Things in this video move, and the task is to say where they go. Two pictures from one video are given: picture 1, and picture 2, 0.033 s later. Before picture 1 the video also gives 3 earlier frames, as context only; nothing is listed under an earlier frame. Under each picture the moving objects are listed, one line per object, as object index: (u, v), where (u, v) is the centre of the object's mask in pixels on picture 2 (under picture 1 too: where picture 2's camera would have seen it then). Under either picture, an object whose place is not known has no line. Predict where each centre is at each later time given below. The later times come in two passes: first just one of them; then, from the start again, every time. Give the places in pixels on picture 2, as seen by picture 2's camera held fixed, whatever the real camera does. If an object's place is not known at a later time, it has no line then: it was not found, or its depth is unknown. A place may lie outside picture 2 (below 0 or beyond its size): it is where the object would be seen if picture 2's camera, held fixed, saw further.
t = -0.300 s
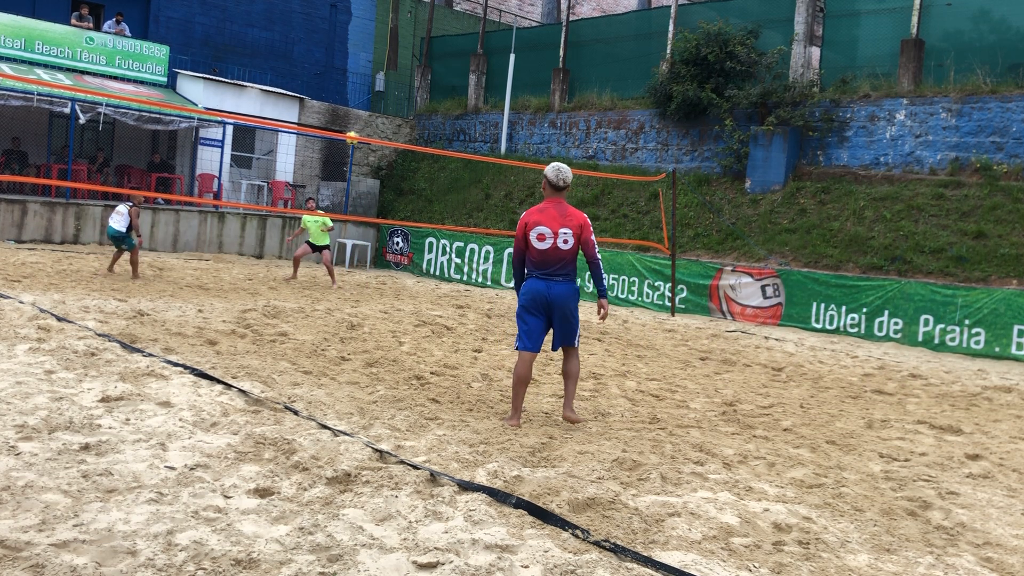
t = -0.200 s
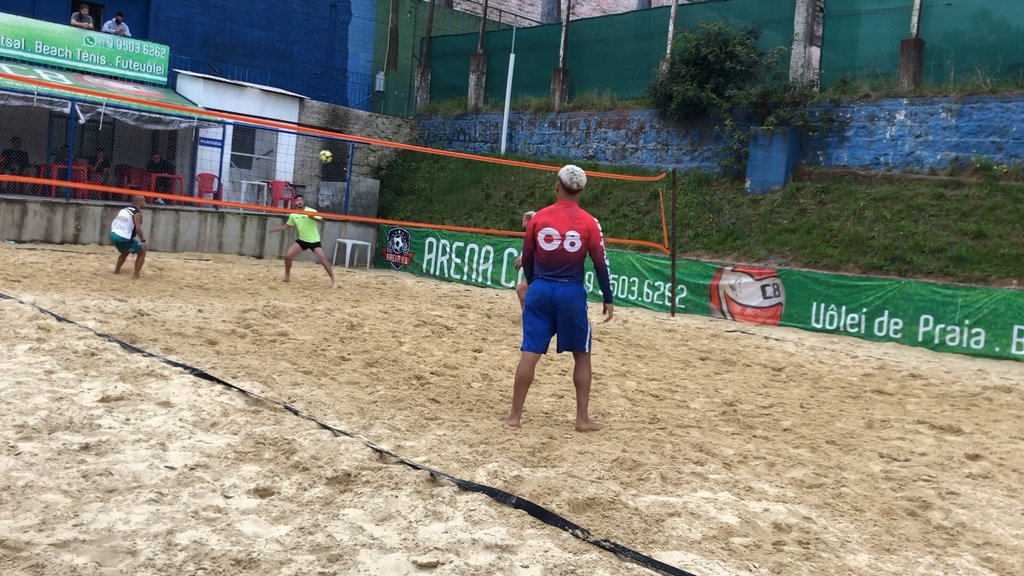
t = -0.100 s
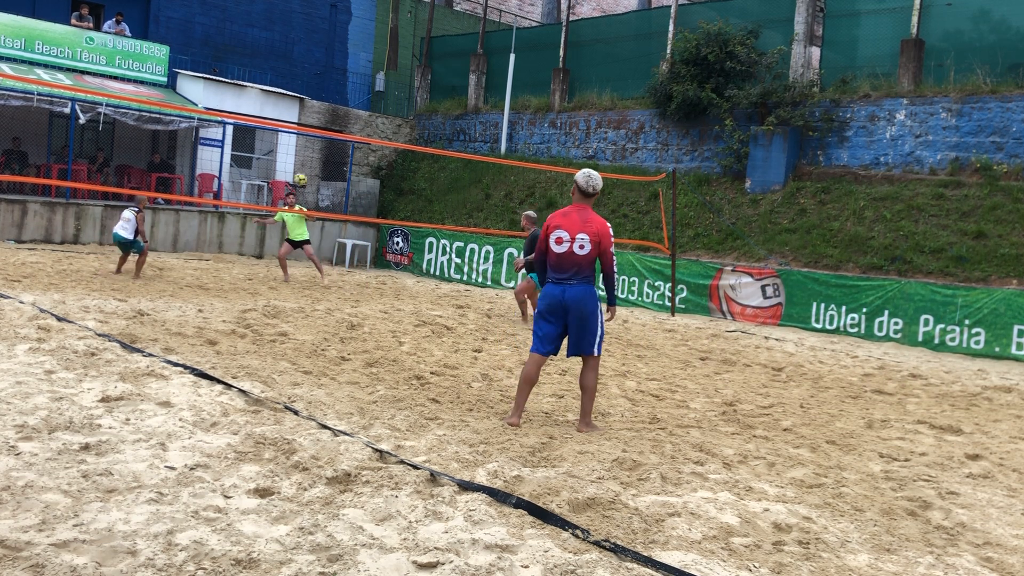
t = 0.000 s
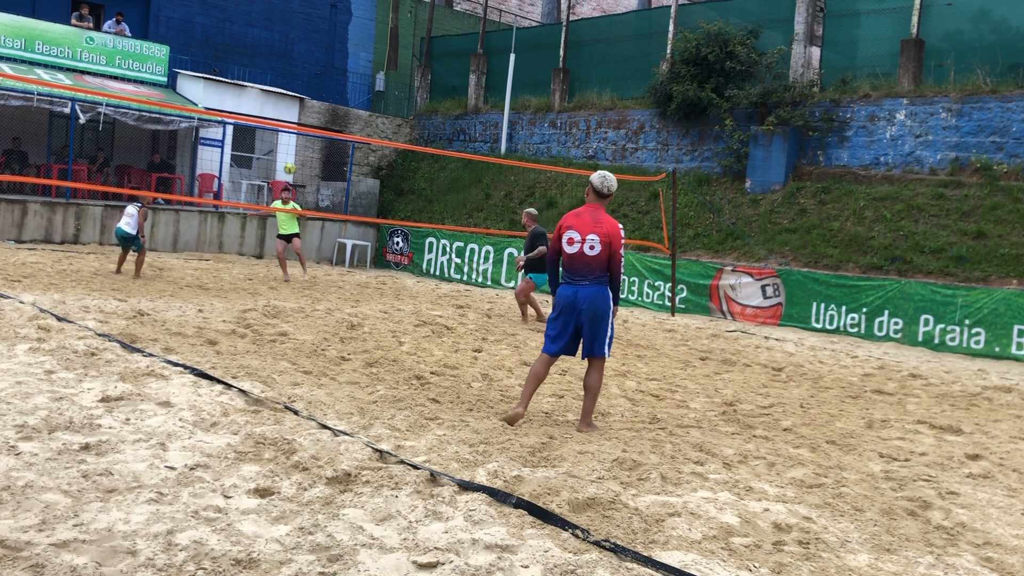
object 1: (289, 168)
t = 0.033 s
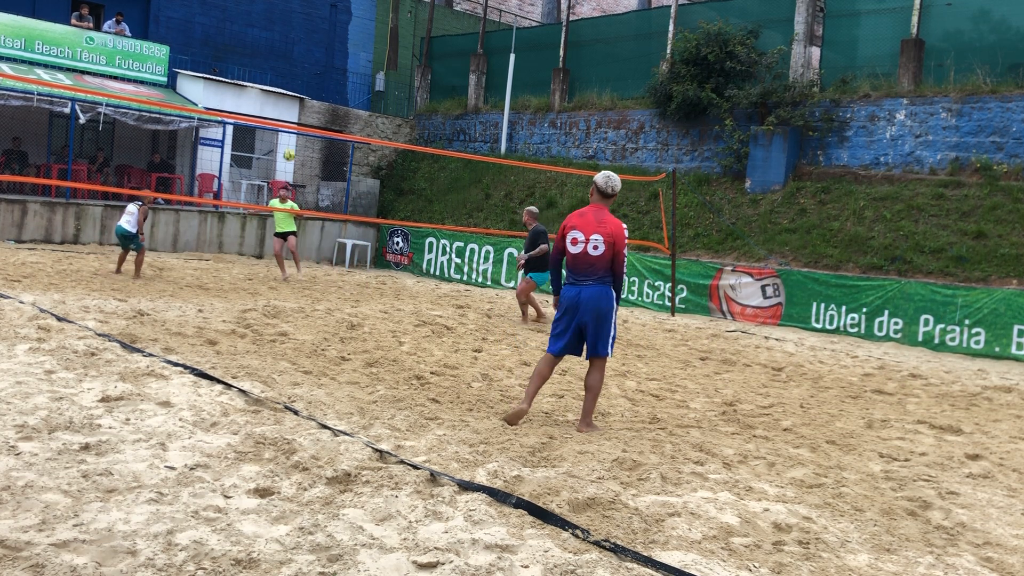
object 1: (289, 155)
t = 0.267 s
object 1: (285, 78)
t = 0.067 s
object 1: (289, 142)
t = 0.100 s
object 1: (288, 132)
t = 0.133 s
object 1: (288, 118)
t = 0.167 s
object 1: (287, 107)
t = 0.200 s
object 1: (286, 97)
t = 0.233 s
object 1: (286, 87)
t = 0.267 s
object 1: (285, 78)
